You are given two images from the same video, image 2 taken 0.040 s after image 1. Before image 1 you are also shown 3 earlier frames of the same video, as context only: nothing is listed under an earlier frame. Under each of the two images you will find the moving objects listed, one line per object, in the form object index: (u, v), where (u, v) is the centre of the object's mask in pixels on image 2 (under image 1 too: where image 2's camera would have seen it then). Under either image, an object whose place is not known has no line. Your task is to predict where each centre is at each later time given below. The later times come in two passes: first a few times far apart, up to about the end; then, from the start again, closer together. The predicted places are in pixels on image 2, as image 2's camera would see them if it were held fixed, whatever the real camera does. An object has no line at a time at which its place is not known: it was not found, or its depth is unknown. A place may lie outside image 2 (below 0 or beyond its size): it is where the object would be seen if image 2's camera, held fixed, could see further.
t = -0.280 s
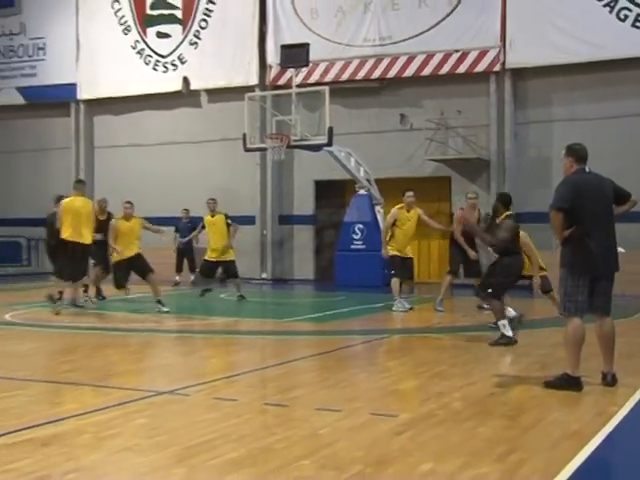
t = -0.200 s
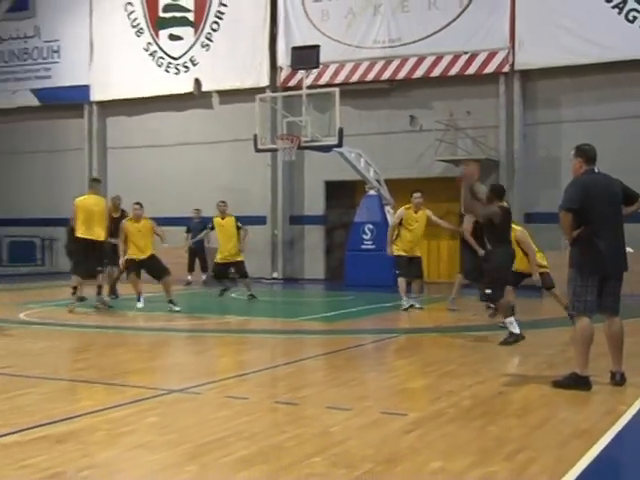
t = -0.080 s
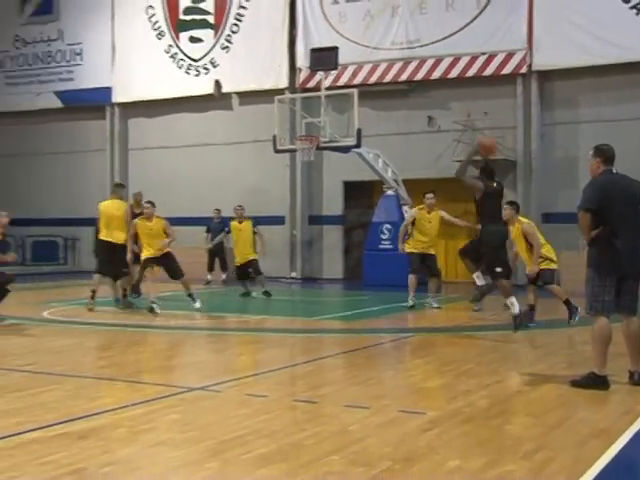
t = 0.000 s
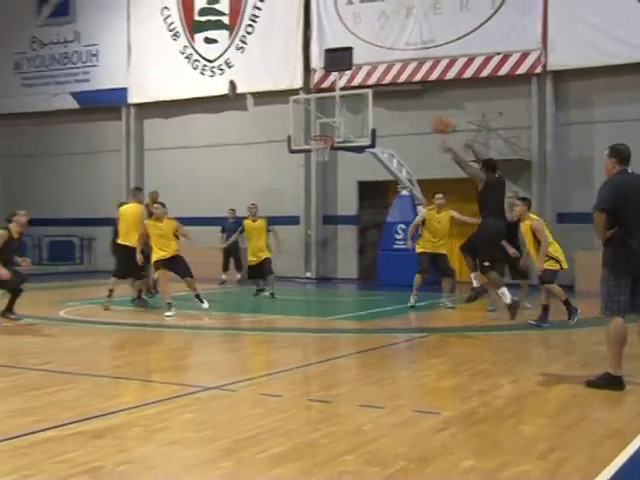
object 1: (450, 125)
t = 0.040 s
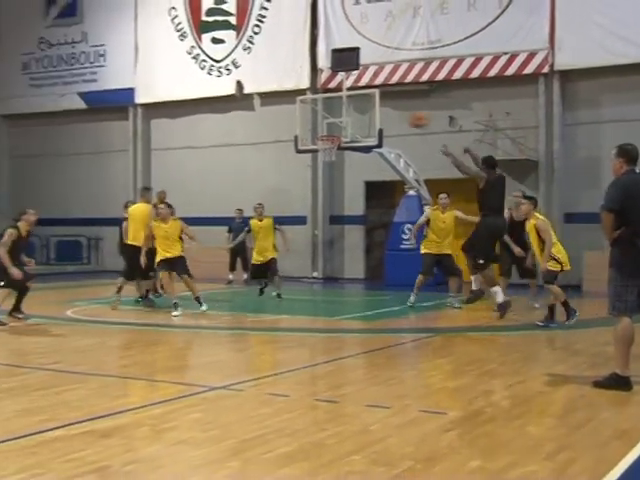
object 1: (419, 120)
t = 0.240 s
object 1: (294, 115)
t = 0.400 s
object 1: (222, 129)
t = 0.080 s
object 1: (390, 115)
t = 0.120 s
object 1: (364, 113)
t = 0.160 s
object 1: (340, 111)
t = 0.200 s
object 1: (315, 114)
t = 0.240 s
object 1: (294, 115)
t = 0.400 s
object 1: (222, 129)
